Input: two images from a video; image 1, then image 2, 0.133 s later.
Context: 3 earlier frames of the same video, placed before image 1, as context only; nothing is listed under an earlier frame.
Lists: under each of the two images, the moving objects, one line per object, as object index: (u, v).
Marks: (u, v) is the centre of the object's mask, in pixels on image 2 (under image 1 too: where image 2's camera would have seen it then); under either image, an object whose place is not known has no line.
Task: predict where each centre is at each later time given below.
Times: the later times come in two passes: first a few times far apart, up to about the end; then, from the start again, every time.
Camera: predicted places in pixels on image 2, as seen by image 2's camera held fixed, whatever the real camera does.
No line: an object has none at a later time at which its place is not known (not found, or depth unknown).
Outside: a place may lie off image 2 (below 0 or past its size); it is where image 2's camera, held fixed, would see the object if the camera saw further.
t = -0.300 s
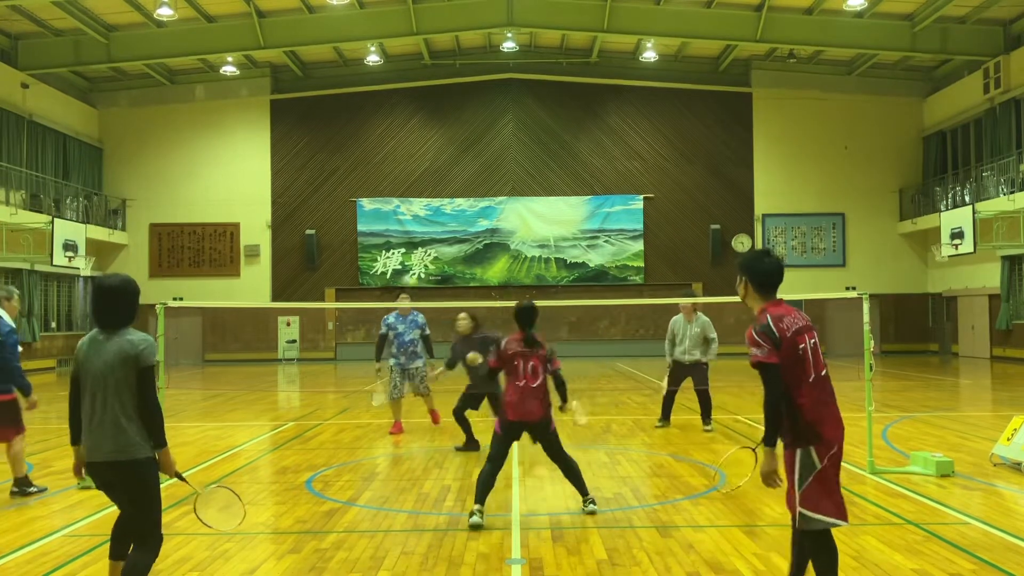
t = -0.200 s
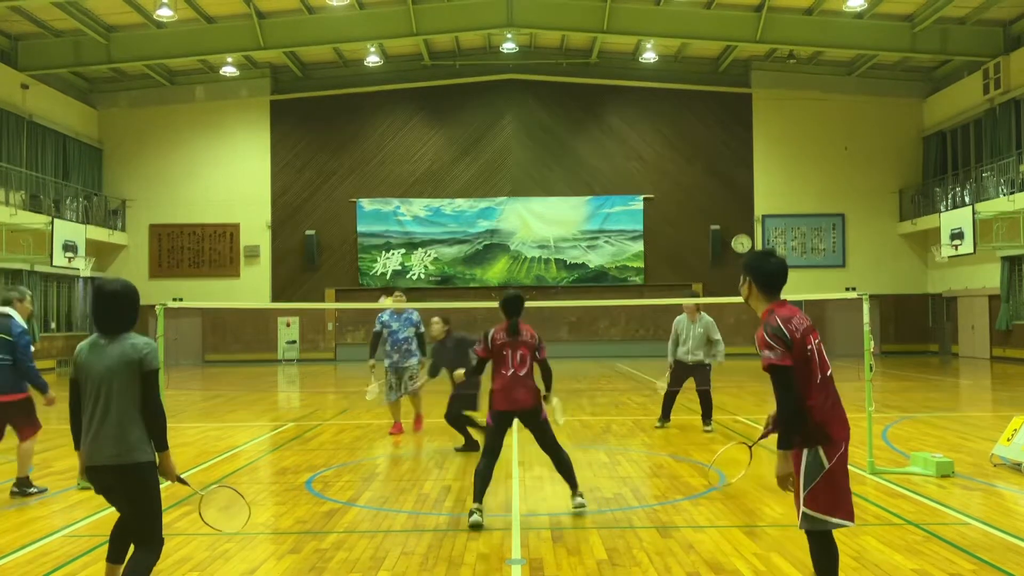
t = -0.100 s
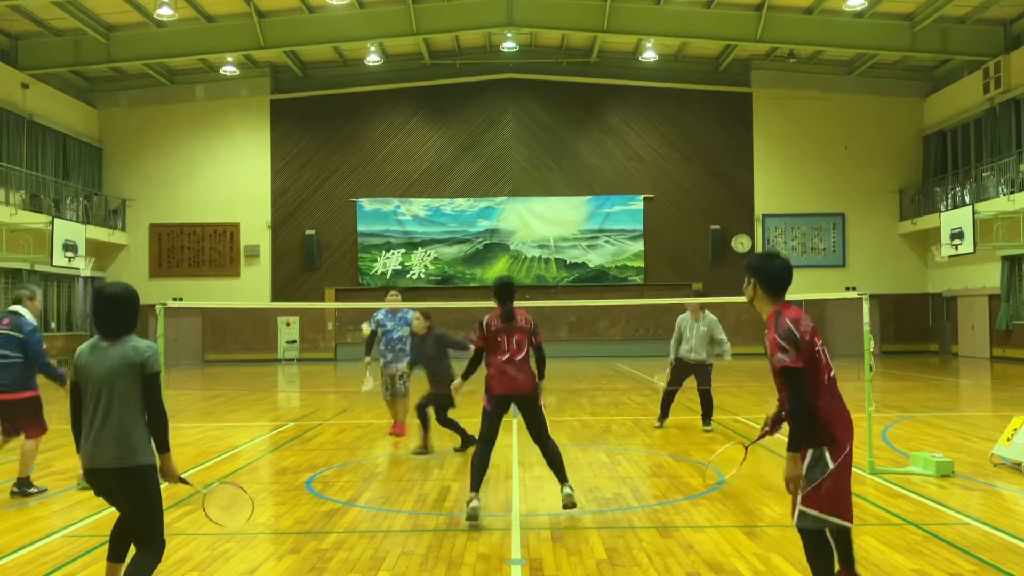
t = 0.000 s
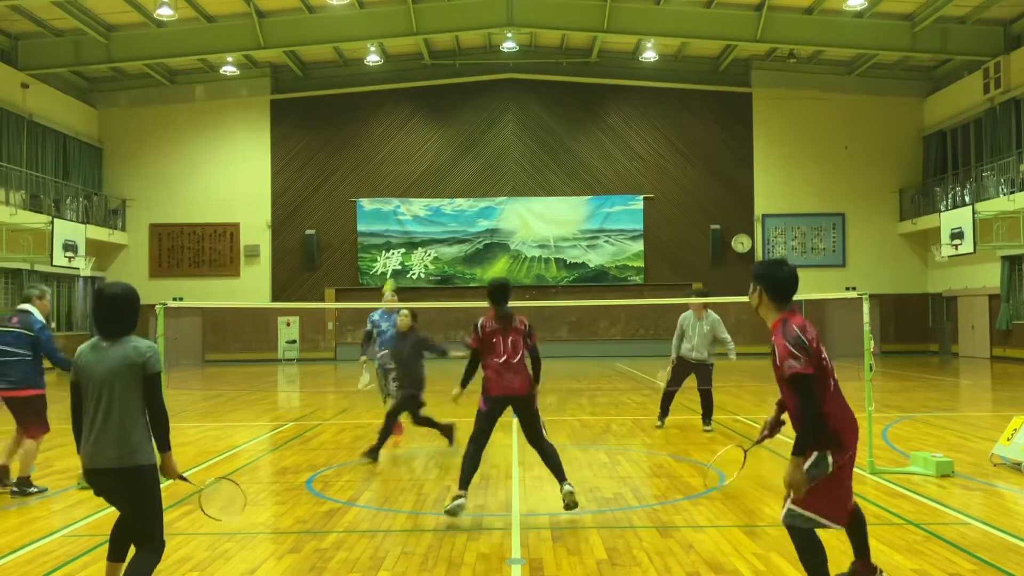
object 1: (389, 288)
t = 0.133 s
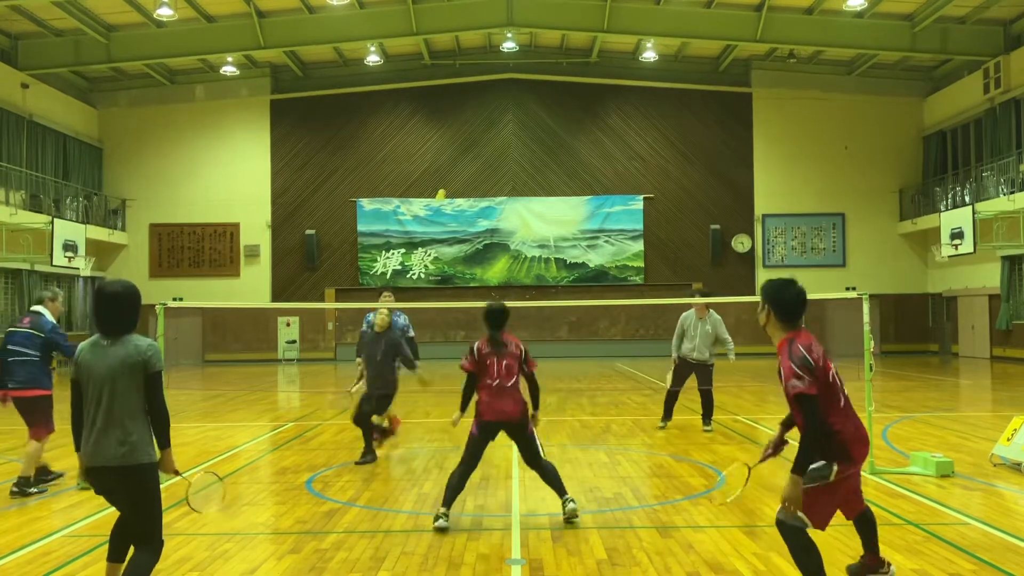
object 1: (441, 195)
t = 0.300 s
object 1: (491, 131)
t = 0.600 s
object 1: (566, 100)
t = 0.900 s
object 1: (631, 173)
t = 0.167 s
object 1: (452, 181)
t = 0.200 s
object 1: (462, 166)
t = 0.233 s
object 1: (472, 153)
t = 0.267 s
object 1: (482, 141)
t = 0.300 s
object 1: (491, 131)
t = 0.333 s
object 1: (500, 122)
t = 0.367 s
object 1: (505, 118)
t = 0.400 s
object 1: (513, 112)
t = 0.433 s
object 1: (522, 106)
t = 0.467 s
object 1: (531, 101)
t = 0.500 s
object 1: (540, 99)
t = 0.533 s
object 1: (549, 97)
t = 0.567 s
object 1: (558, 98)
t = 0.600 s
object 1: (566, 100)
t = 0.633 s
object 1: (574, 103)
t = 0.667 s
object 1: (582, 108)
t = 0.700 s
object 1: (589, 113)
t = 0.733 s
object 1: (597, 120)
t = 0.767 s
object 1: (604, 128)
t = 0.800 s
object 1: (611, 137)
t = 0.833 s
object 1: (618, 148)
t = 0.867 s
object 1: (625, 160)
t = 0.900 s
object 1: (631, 173)
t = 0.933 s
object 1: (638, 187)
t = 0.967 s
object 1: (645, 203)
